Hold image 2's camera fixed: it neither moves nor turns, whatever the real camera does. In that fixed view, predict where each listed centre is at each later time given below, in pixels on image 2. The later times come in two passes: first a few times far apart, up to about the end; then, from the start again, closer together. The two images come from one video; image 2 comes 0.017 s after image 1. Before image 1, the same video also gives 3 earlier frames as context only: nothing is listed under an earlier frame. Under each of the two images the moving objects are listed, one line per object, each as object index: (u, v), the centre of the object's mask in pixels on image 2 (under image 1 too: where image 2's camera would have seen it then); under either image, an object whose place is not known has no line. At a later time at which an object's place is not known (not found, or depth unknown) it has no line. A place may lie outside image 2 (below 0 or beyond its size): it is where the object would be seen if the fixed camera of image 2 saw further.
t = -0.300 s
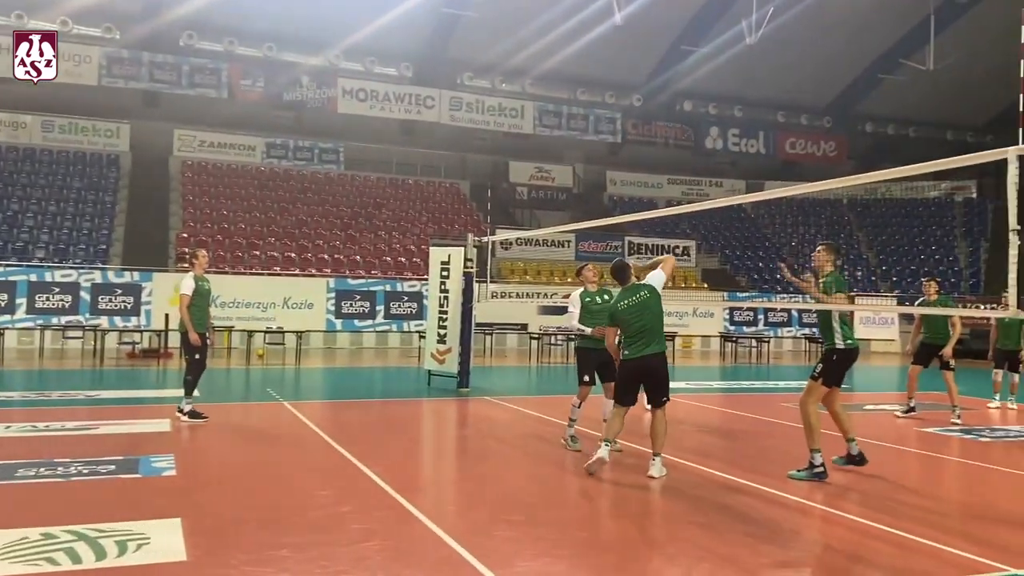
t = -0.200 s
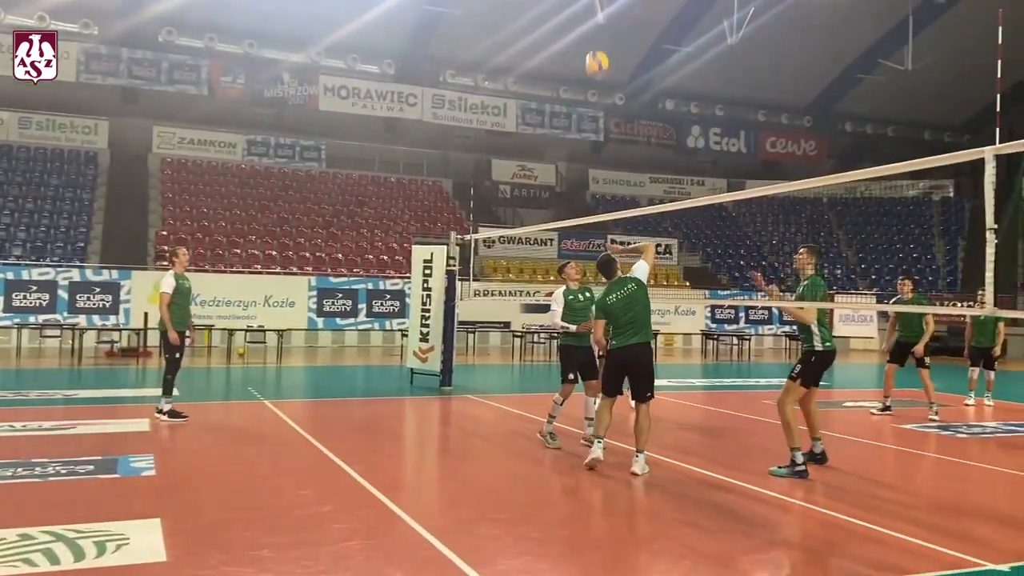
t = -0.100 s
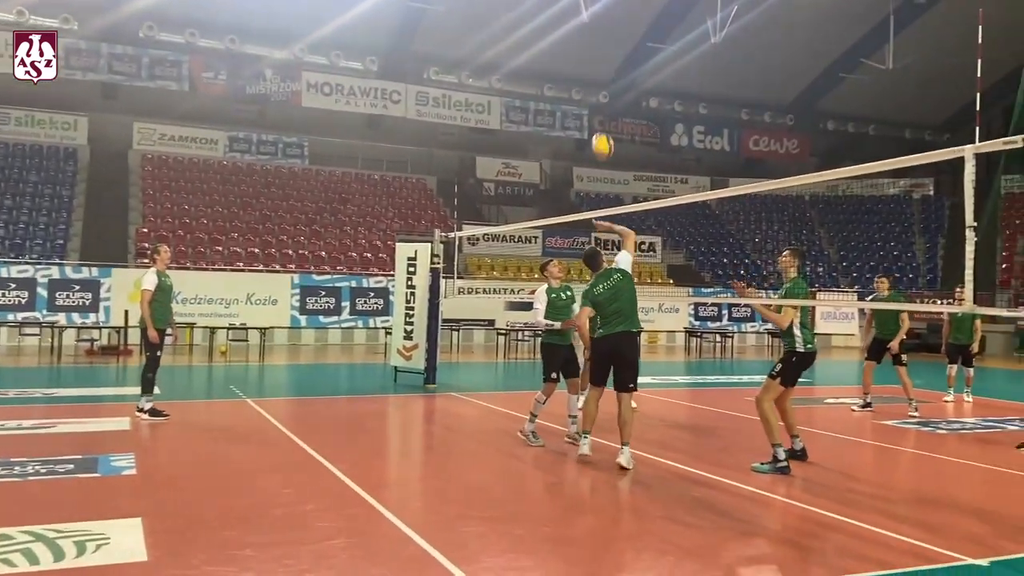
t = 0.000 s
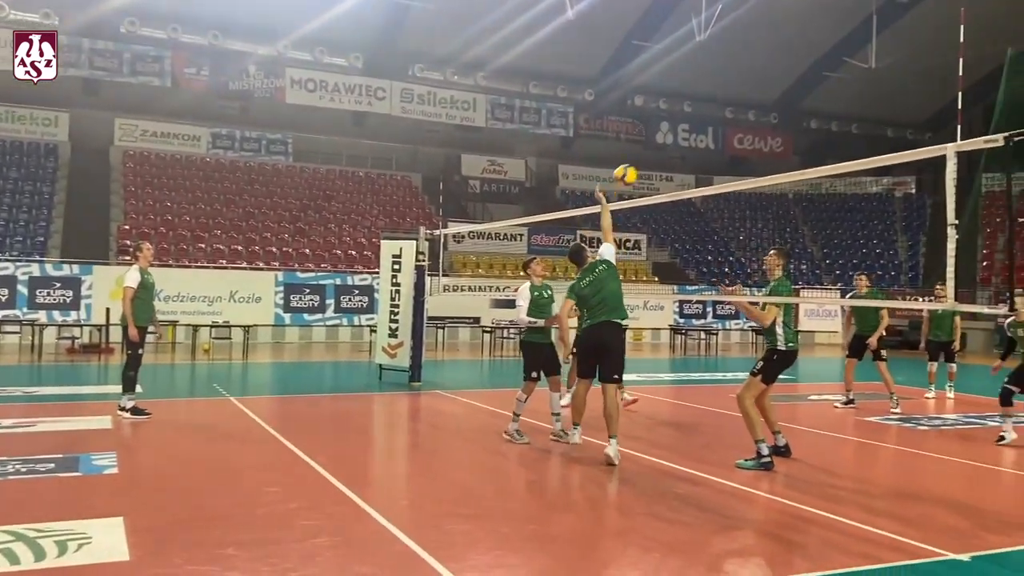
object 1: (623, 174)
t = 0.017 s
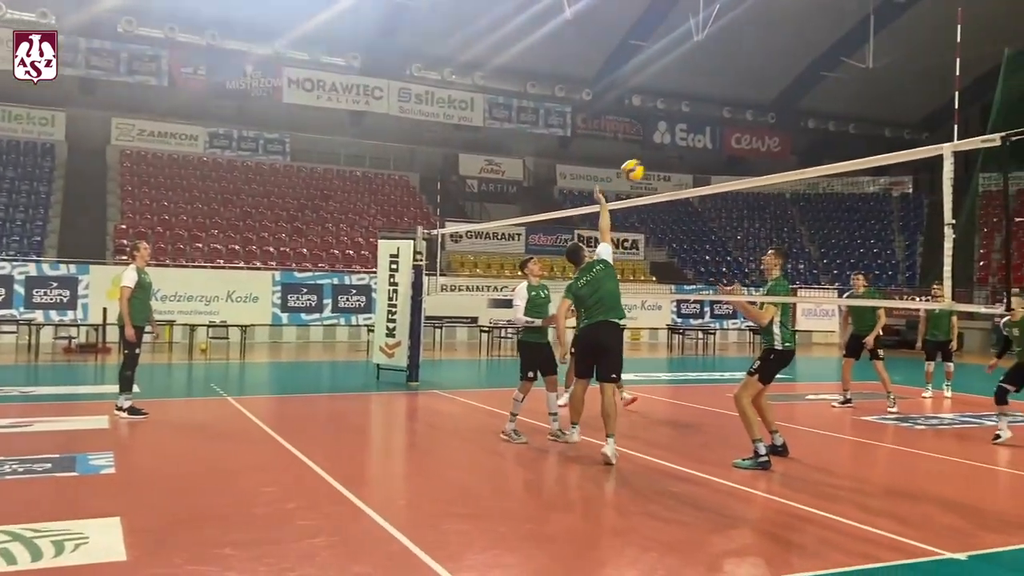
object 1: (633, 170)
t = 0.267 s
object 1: (768, 139)
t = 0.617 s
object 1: (955, 205)
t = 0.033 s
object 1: (641, 167)
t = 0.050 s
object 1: (651, 162)
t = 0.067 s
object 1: (660, 159)
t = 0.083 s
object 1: (669, 156)
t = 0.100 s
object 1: (678, 153)
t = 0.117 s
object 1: (687, 150)
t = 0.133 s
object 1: (697, 147)
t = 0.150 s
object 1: (705, 145)
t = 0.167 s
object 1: (714, 144)
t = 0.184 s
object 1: (722, 142)
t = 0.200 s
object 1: (732, 141)
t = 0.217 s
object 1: (741, 140)
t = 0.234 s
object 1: (749, 139)
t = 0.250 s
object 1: (758, 139)
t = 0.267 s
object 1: (768, 139)
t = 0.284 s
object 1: (775, 139)
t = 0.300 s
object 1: (785, 139)
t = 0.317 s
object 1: (793, 140)
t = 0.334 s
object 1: (803, 141)
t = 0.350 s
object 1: (812, 143)
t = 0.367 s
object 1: (821, 144)
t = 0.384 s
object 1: (829, 146)
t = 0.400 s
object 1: (841, 148)
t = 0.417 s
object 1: (850, 150)
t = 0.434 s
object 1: (858, 151)
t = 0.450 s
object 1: (863, 152)
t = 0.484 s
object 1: (884, 170)
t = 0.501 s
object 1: (891, 172)
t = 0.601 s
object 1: (951, 198)
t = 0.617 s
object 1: (955, 205)
